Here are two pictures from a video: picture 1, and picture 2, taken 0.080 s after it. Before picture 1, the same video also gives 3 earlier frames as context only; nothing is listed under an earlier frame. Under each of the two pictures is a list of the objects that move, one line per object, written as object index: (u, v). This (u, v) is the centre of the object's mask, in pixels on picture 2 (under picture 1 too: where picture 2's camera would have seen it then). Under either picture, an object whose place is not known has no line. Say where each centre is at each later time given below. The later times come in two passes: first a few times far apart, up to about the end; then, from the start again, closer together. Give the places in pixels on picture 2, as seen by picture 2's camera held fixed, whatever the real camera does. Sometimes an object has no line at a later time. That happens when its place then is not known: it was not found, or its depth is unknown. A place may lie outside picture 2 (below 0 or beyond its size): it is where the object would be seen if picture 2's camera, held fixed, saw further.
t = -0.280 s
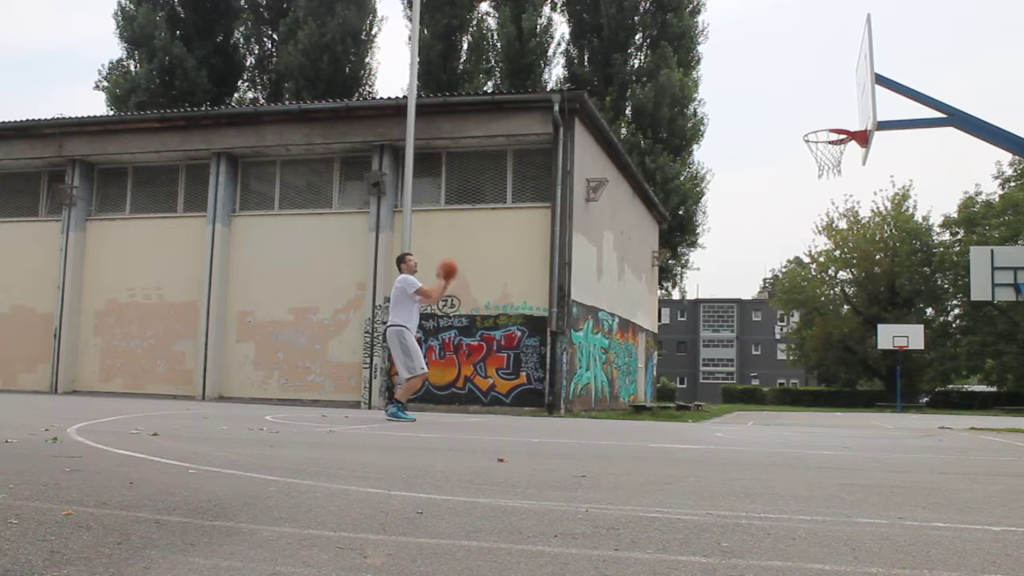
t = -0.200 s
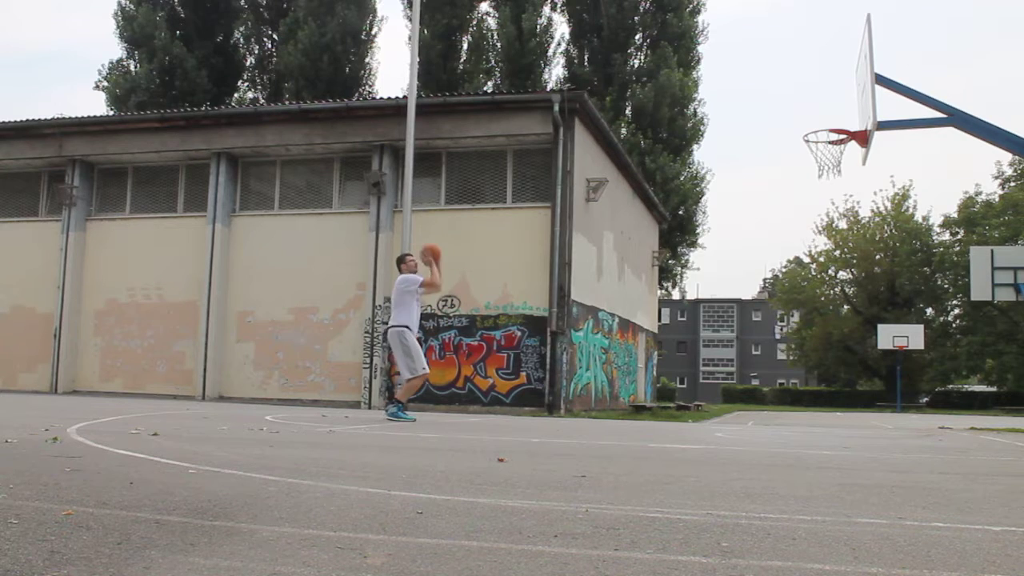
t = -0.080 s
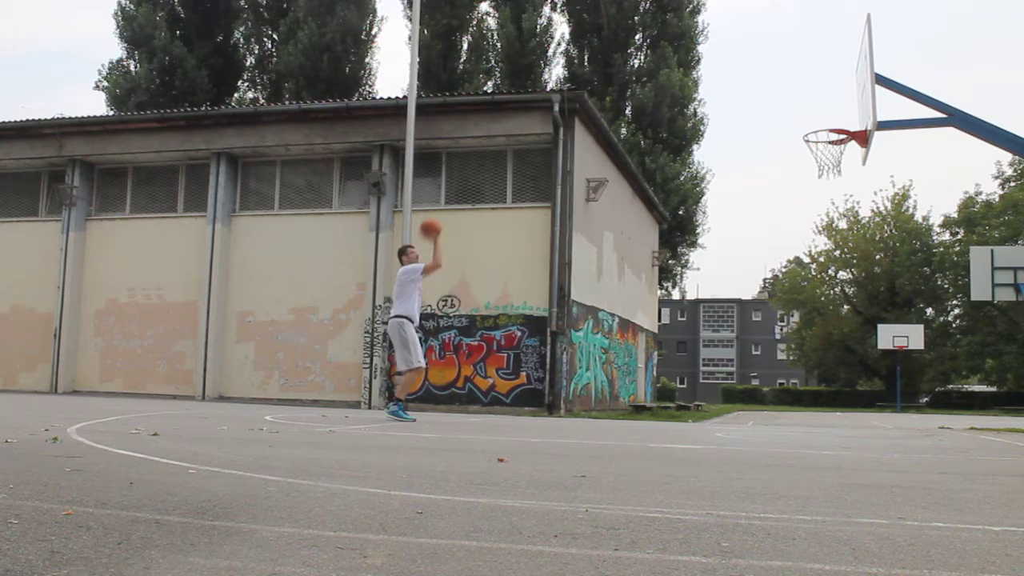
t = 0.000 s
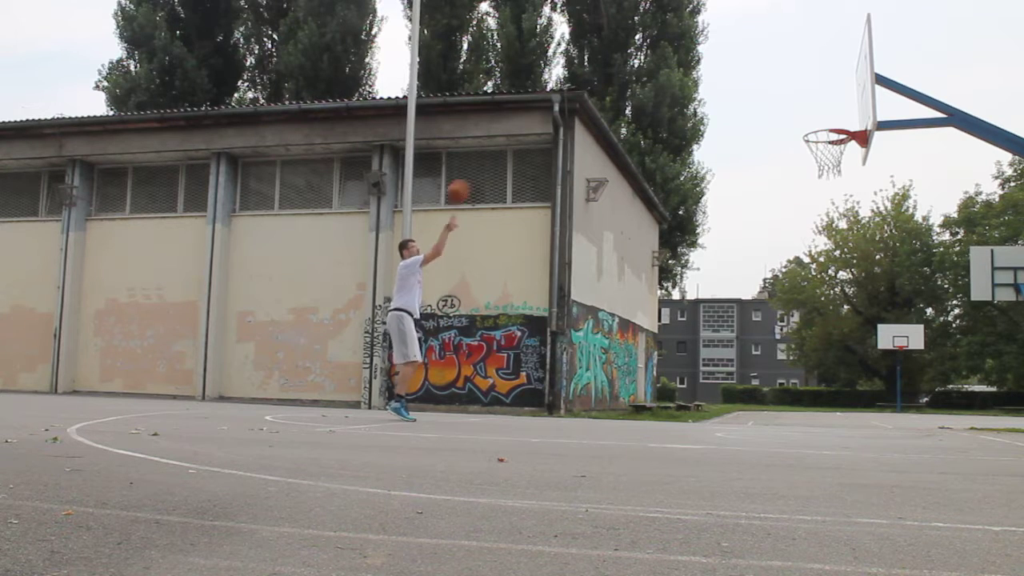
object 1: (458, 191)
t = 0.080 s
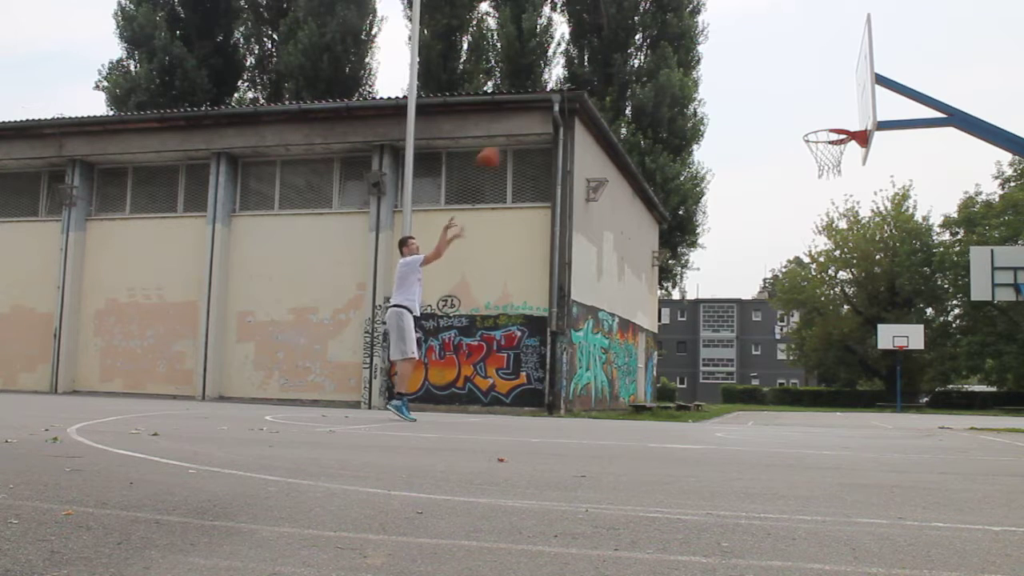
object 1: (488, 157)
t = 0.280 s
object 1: (569, 97)
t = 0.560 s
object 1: (680, 71)
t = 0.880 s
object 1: (816, 127)
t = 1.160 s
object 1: (829, 170)
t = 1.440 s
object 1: (812, 261)
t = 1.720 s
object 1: (791, 415)
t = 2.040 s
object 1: (757, 283)
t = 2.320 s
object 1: (727, 252)
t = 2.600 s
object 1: (697, 303)
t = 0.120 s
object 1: (505, 143)
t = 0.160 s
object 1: (522, 130)
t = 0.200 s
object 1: (537, 118)
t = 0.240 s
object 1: (552, 106)
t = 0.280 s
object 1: (569, 97)
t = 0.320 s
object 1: (584, 90)
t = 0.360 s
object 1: (601, 83)
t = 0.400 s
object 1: (616, 78)
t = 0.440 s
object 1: (632, 74)
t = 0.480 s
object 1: (649, 71)
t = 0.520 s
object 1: (665, 70)
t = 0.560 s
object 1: (680, 71)
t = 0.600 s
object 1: (695, 72)
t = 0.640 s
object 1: (713, 76)
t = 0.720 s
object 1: (747, 87)
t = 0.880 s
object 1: (816, 127)
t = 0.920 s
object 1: (832, 142)
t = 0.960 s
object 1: (841, 151)
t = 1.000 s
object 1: (840, 153)
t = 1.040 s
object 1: (837, 155)
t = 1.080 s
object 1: (834, 159)
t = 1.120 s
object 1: (832, 164)
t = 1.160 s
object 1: (829, 170)
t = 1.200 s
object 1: (827, 178)
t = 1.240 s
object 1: (824, 187)
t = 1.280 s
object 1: (822, 199)
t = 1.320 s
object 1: (819, 211)
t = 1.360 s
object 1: (817, 226)
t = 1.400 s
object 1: (814, 243)
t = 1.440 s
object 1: (812, 261)
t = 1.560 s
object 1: (806, 326)
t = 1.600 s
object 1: (802, 353)
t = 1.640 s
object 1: (799, 380)
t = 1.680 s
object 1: (795, 407)
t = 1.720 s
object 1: (791, 415)
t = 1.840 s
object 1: (780, 354)
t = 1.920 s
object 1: (770, 320)
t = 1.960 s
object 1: (766, 306)
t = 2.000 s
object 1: (762, 294)
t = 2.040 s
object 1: (757, 283)
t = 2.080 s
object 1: (753, 274)
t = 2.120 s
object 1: (749, 266)
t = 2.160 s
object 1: (744, 260)
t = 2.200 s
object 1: (740, 256)
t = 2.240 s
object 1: (736, 253)
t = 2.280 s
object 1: (732, 251)
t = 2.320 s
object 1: (727, 252)
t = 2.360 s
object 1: (723, 254)
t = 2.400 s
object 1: (719, 258)
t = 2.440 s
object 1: (715, 263)
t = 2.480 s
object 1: (710, 270)
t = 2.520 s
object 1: (706, 279)
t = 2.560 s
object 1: (702, 290)
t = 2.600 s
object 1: (697, 303)
